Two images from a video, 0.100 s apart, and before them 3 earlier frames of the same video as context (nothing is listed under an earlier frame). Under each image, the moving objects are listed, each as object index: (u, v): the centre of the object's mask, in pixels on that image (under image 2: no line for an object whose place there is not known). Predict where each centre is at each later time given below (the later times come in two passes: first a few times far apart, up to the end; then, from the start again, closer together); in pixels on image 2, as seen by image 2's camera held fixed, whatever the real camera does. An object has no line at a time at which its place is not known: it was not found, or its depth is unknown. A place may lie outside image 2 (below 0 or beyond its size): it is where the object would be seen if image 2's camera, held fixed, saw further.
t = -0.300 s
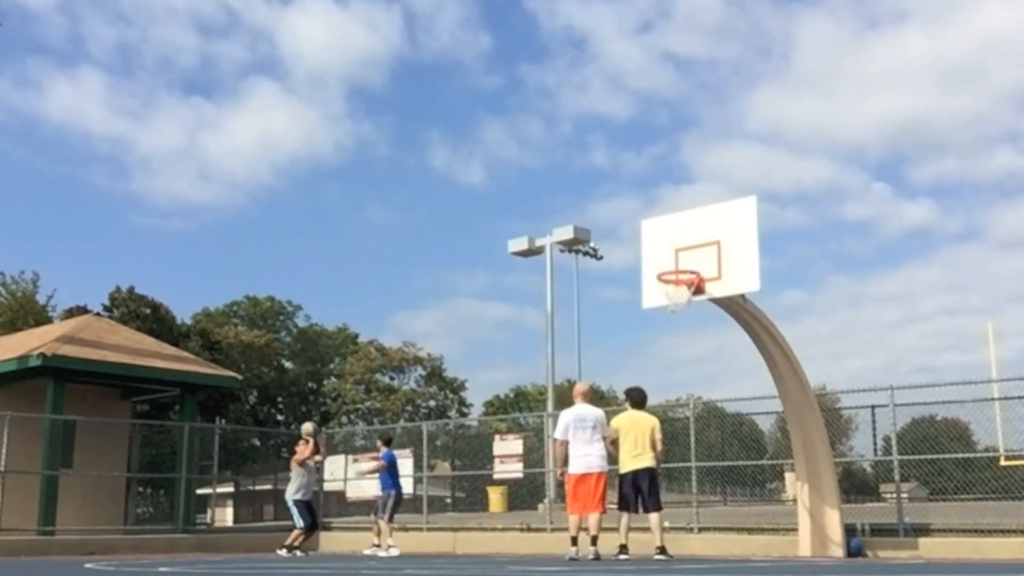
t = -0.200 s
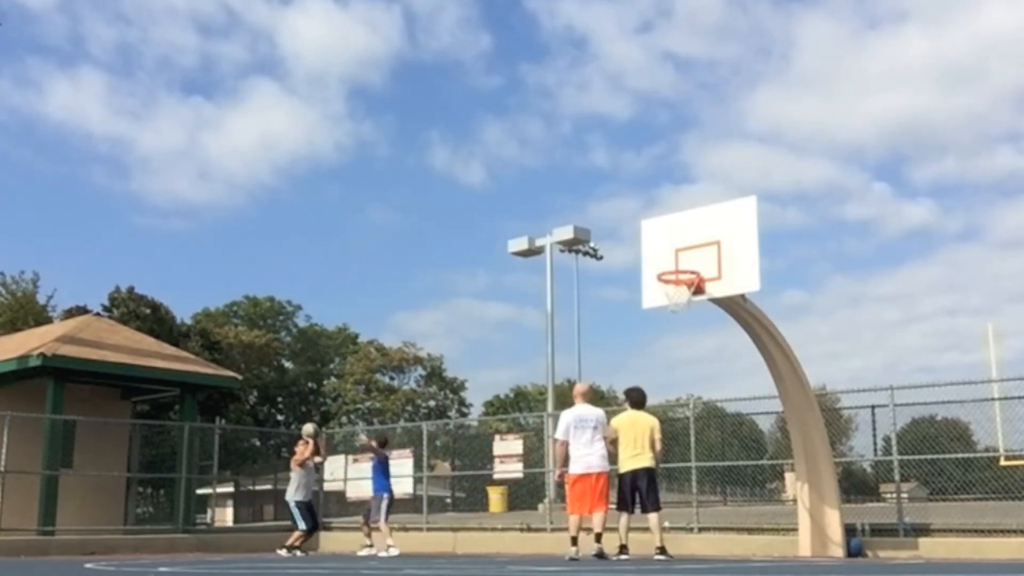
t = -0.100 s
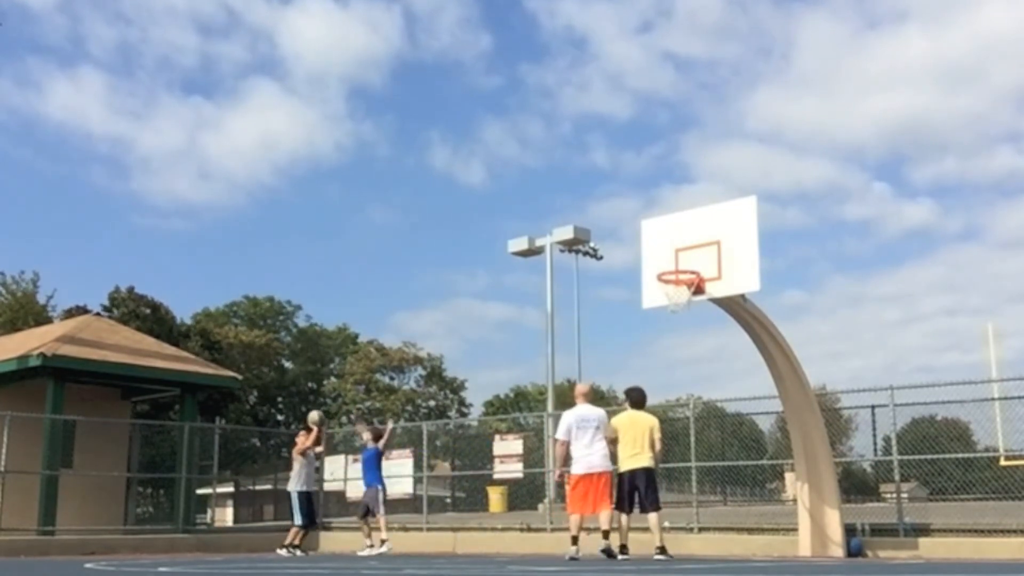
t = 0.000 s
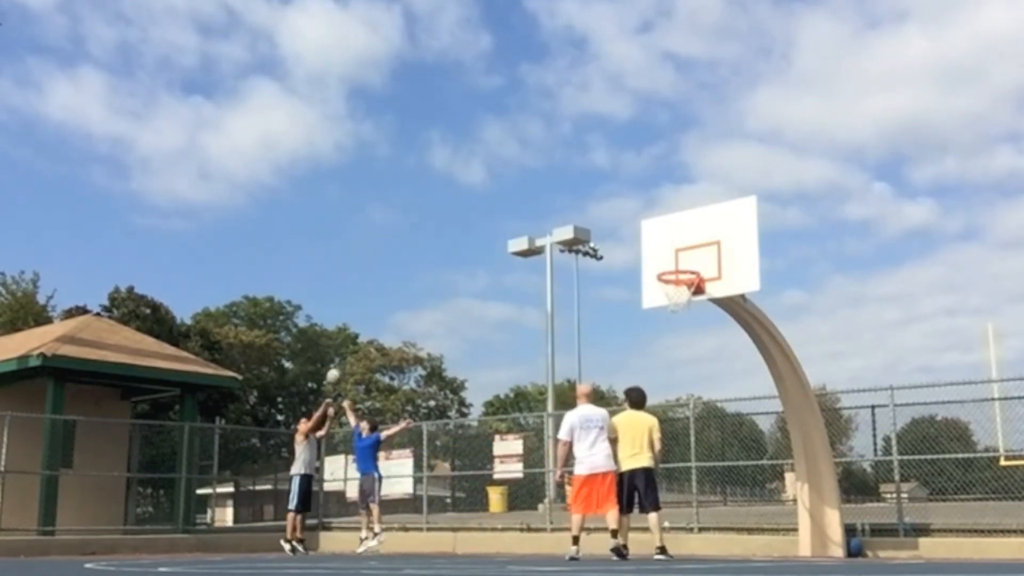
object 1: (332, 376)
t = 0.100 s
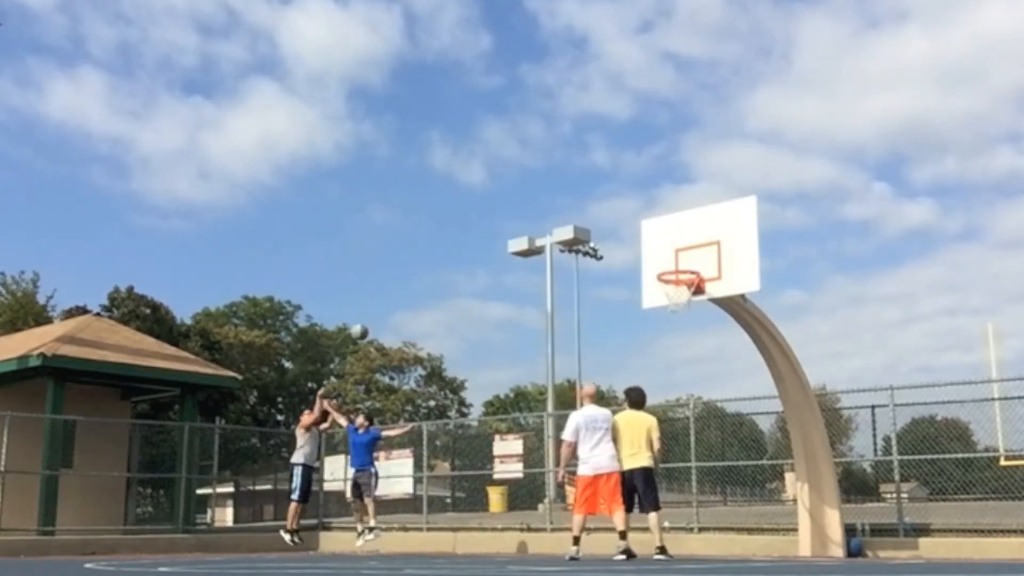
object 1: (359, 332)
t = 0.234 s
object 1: (392, 281)
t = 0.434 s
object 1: (442, 223)
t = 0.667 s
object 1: (501, 186)
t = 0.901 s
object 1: (564, 185)
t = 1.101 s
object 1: (622, 217)
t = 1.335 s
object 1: (684, 275)
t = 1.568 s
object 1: (692, 290)
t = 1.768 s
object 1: (679, 296)
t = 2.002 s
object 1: (662, 324)
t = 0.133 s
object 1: (368, 319)
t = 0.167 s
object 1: (376, 305)
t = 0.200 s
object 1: (384, 293)
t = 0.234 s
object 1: (392, 281)
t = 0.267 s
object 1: (400, 270)
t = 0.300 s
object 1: (409, 259)
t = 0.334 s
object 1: (417, 249)
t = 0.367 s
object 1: (425, 240)
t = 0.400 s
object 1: (434, 231)
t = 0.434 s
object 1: (442, 223)
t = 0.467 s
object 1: (450, 216)
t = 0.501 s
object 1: (458, 210)
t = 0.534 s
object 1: (467, 204)
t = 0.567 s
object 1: (475, 198)
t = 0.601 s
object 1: (484, 193)
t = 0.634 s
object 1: (492, 189)
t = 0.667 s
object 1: (501, 186)
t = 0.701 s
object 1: (510, 184)
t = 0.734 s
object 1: (519, 182)
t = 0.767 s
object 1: (527, 181)
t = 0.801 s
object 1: (536, 181)
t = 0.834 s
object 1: (545, 182)
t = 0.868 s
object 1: (555, 183)
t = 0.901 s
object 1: (564, 185)
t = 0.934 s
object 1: (573, 188)
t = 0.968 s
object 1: (583, 192)
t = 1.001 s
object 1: (592, 197)
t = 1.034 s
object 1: (602, 203)
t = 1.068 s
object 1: (612, 210)
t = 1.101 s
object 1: (622, 217)
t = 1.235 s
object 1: (664, 259)
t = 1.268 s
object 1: (675, 267)
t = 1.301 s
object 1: (687, 267)
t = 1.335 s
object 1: (684, 275)
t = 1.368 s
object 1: (678, 281)
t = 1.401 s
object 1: (670, 280)
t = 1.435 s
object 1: (669, 280)
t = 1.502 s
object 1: (682, 281)
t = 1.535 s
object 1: (688, 284)
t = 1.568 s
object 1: (692, 290)
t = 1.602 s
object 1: (694, 289)
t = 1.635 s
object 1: (693, 290)
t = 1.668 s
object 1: (691, 291)
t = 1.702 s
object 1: (687, 293)
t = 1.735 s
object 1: (683, 294)
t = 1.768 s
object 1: (679, 296)
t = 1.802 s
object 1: (675, 299)
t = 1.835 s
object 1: (671, 302)
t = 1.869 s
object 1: (669, 305)
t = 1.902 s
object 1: (667, 309)
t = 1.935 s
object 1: (666, 314)
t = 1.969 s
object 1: (664, 318)
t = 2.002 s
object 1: (662, 324)
